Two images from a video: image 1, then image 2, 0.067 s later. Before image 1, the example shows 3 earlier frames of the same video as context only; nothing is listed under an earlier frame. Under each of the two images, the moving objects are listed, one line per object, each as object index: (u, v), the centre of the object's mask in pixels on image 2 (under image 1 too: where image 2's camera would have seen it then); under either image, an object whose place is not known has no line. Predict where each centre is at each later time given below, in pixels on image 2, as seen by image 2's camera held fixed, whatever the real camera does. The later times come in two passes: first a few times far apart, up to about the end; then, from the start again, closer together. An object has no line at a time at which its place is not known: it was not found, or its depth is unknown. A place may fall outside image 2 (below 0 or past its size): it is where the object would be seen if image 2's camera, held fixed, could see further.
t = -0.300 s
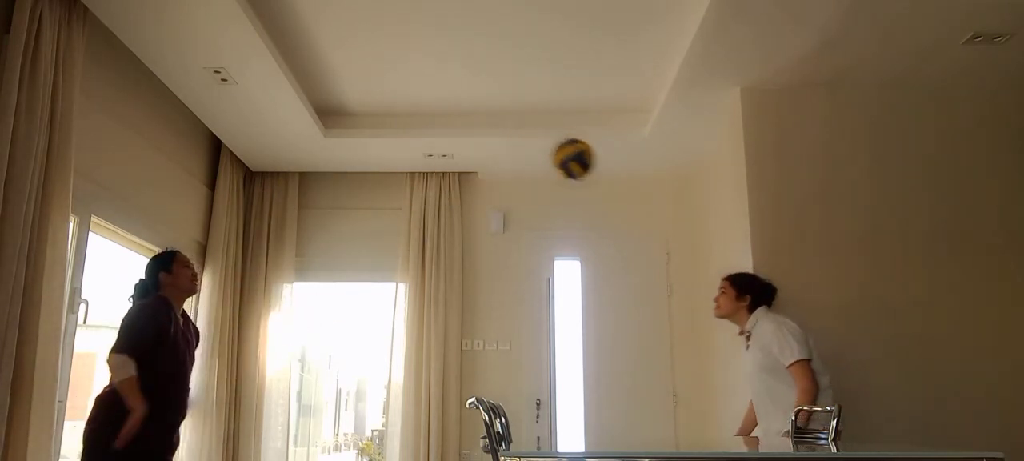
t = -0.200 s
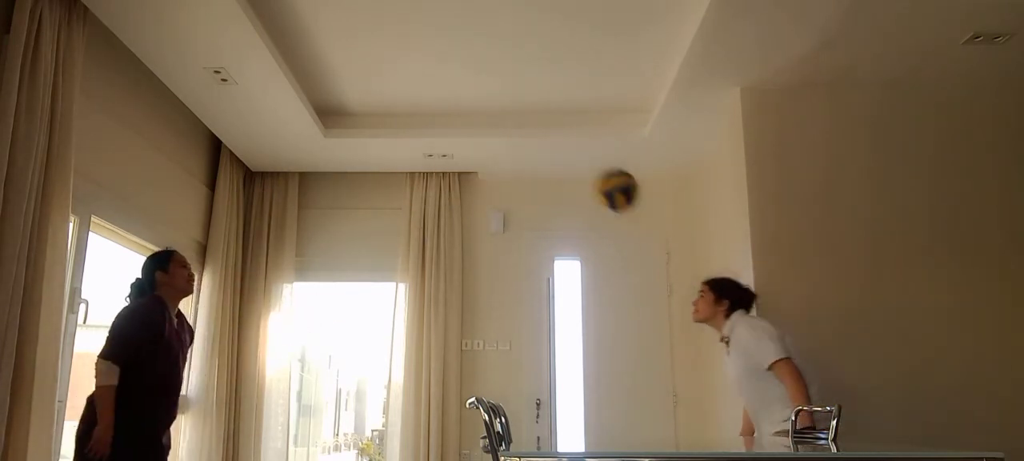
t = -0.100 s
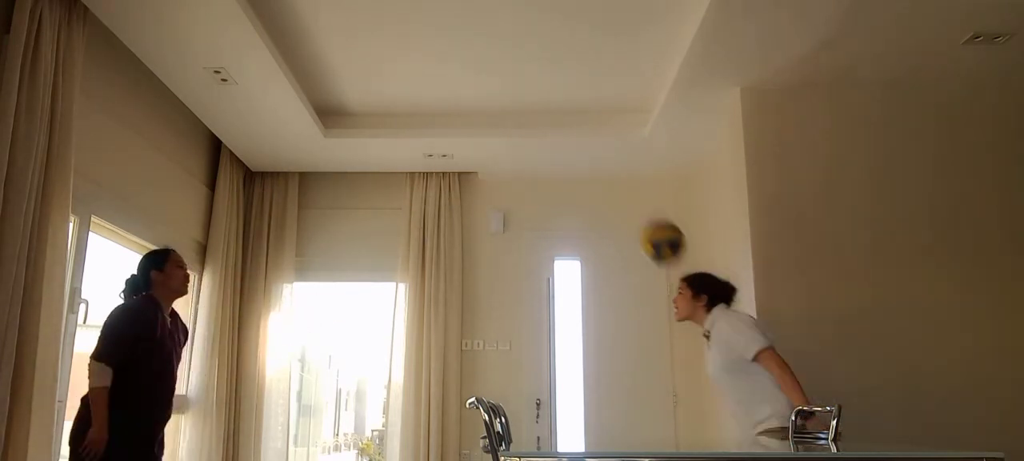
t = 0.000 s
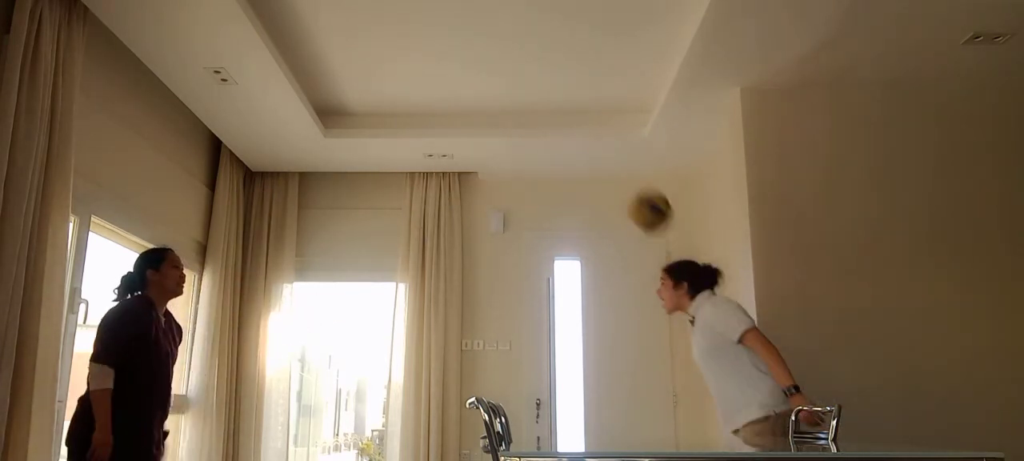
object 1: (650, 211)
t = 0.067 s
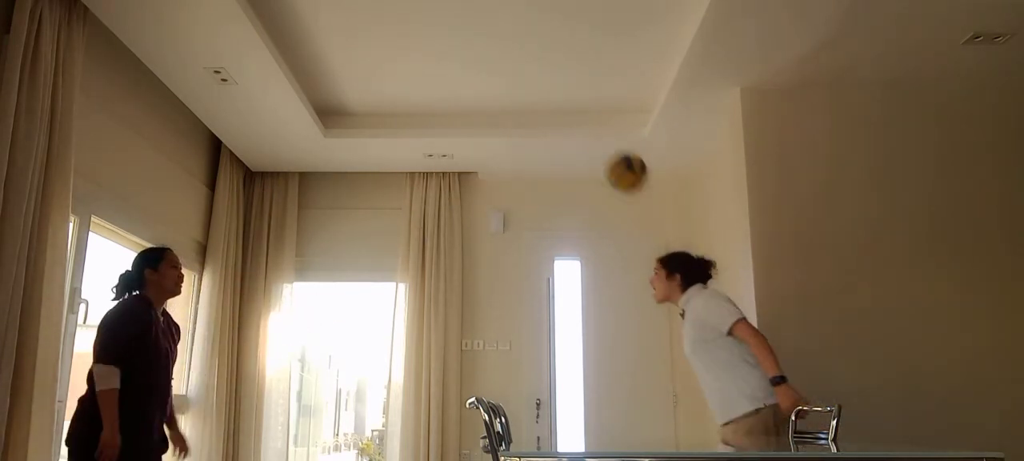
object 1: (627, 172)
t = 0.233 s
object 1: (573, 115)
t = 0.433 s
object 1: (517, 111)
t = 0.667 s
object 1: (457, 188)
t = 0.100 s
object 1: (615, 157)
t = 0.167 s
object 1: (593, 131)
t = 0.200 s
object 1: (583, 122)
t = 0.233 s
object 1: (573, 115)
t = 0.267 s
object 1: (563, 110)
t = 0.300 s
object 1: (554, 106)
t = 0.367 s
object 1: (535, 105)
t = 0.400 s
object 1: (526, 108)
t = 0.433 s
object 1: (517, 111)
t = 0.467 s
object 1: (508, 117)
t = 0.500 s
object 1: (500, 125)
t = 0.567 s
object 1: (482, 145)
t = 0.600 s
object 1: (473, 158)
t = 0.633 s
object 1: (464, 173)
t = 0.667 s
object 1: (457, 188)
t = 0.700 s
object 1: (448, 208)
